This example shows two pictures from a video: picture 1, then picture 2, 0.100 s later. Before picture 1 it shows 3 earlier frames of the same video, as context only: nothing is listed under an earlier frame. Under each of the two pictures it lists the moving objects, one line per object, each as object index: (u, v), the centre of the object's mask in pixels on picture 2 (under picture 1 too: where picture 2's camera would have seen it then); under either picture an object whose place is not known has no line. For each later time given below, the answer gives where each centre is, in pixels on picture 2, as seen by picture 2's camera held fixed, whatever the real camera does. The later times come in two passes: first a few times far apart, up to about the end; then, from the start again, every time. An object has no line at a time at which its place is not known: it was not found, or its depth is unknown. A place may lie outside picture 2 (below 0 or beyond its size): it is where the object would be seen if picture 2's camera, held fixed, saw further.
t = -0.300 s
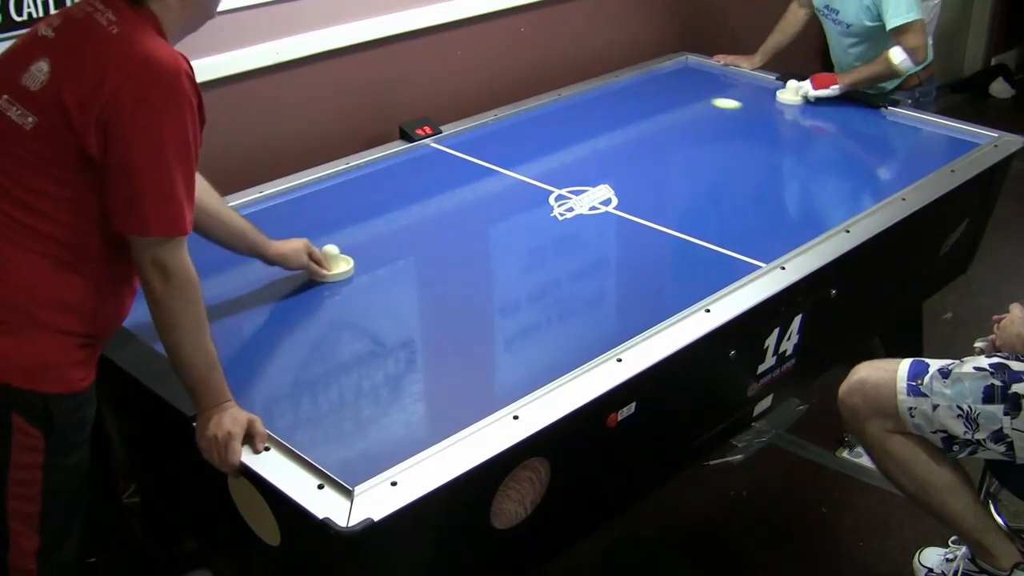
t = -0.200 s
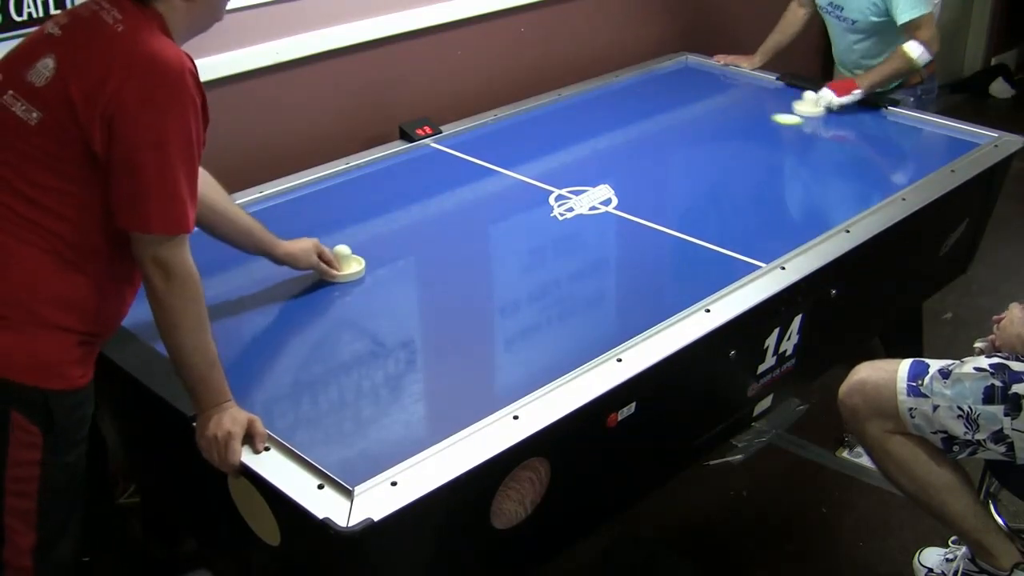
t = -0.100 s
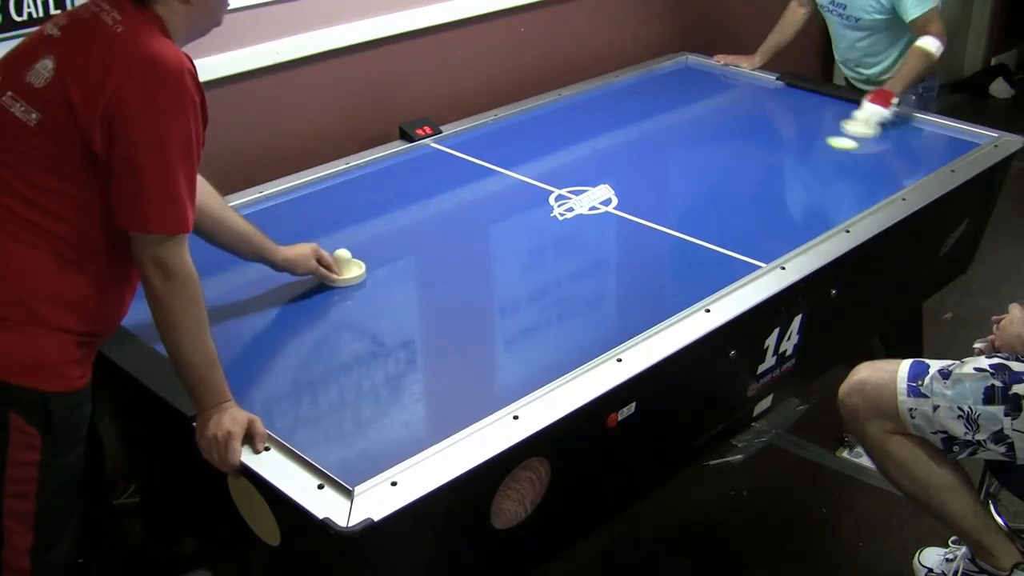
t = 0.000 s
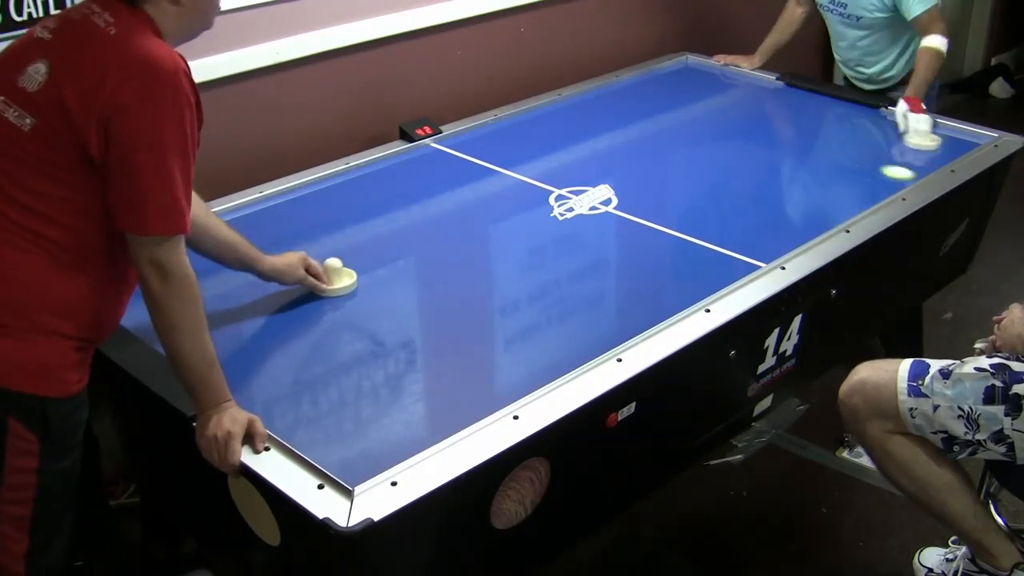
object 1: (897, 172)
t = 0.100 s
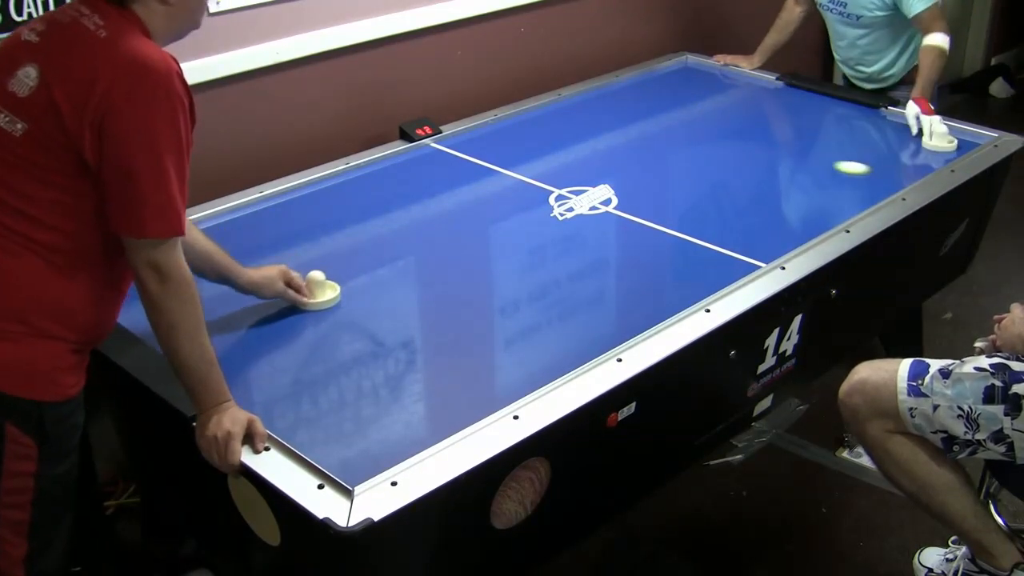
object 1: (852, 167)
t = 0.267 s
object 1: (741, 146)
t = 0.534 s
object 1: (580, 114)
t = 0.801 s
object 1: (637, 137)
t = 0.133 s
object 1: (829, 163)
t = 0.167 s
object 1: (807, 159)
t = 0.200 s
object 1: (784, 154)
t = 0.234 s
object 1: (762, 150)
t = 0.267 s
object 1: (741, 146)
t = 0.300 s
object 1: (720, 142)
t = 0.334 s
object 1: (699, 138)
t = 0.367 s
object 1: (678, 134)
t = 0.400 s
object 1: (658, 130)
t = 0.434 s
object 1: (638, 126)
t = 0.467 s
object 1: (618, 122)
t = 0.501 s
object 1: (599, 118)
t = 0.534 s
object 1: (580, 114)
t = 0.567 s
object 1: (561, 111)
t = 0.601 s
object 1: (558, 111)
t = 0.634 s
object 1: (571, 115)
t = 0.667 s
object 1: (583, 119)
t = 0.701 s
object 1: (597, 124)
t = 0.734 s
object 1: (610, 128)
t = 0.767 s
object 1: (623, 132)
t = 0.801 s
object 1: (637, 137)
